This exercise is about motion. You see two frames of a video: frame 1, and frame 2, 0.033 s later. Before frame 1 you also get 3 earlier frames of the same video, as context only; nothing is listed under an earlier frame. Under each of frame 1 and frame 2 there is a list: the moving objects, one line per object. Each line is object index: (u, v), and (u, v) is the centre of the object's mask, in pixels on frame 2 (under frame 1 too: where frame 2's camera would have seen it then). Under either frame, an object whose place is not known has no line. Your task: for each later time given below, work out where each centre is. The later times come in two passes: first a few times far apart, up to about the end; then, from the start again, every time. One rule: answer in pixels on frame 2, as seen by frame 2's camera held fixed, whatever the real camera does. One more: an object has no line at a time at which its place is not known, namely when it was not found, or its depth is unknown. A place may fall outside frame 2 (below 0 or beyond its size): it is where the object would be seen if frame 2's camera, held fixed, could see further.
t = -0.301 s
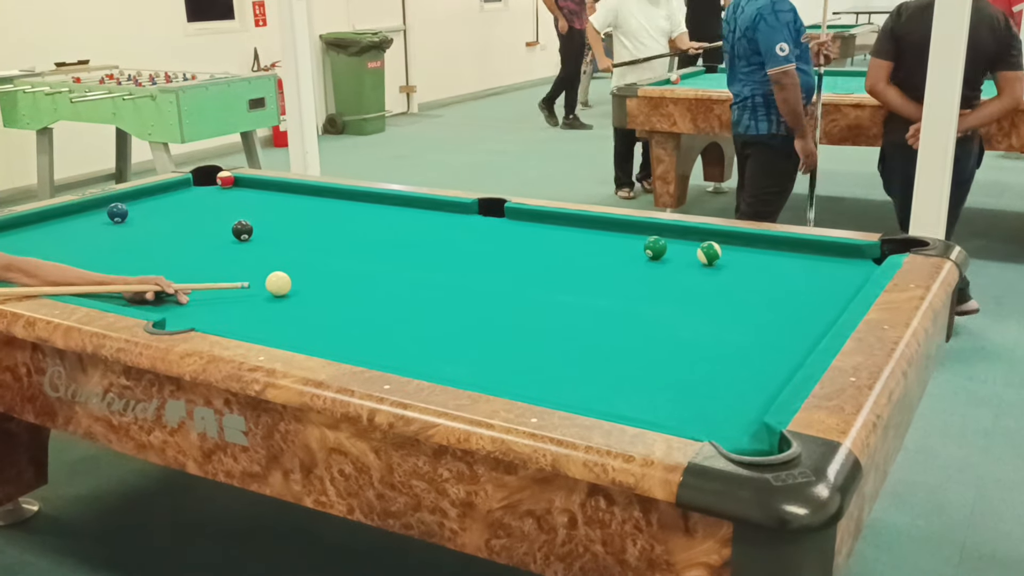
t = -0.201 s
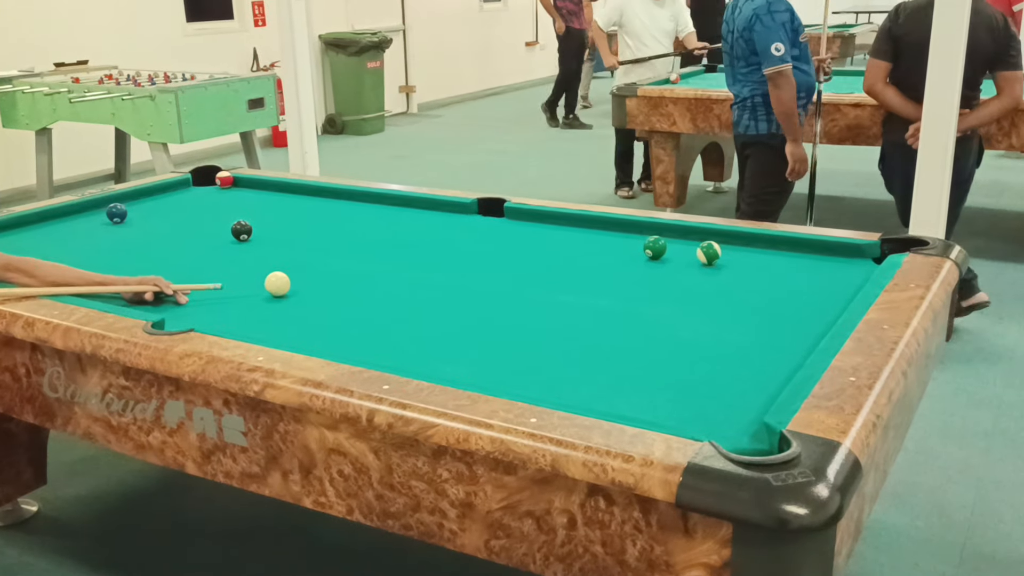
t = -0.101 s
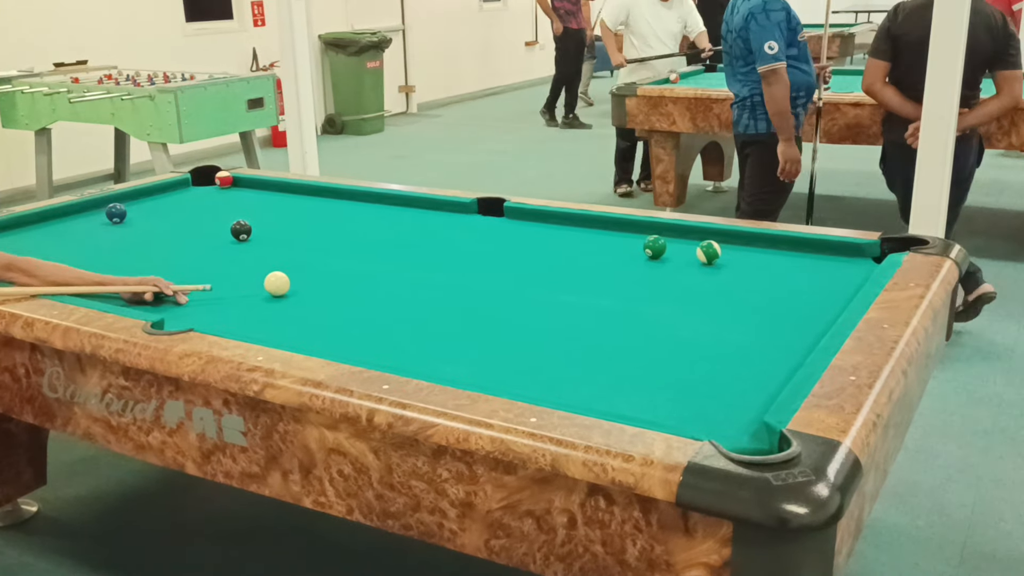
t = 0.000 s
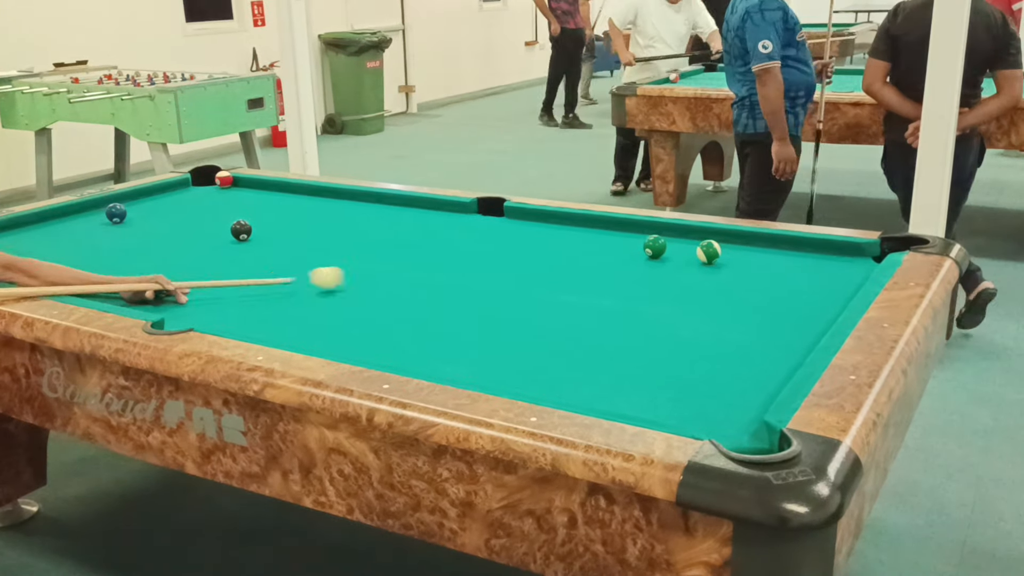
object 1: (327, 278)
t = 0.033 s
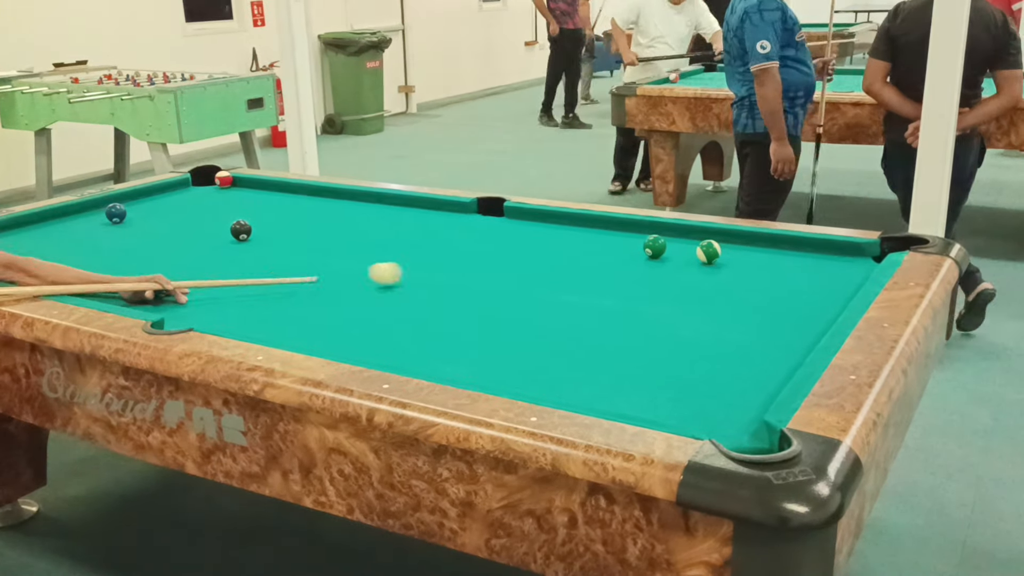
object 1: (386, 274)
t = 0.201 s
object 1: (642, 254)
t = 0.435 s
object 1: (698, 246)
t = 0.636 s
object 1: (724, 239)
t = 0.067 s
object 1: (442, 270)
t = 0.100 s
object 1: (495, 265)
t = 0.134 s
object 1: (546, 262)
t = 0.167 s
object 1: (595, 258)
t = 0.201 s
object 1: (642, 254)
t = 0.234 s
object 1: (686, 251)
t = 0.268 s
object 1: (686, 249)
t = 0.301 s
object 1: (686, 249)
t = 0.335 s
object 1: (687, 249)
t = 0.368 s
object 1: (690, 248)
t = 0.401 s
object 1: (694, 247)
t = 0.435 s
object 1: (698, 246)
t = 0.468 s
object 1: (703, 245)
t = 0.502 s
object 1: (707, 243)
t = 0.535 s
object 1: (712, 242)
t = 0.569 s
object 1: (716, 241)
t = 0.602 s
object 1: (720, 240)
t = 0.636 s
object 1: (724, 239)
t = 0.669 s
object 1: (729, 238)
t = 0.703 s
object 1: (733, 237)
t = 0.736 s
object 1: (736, 237)
